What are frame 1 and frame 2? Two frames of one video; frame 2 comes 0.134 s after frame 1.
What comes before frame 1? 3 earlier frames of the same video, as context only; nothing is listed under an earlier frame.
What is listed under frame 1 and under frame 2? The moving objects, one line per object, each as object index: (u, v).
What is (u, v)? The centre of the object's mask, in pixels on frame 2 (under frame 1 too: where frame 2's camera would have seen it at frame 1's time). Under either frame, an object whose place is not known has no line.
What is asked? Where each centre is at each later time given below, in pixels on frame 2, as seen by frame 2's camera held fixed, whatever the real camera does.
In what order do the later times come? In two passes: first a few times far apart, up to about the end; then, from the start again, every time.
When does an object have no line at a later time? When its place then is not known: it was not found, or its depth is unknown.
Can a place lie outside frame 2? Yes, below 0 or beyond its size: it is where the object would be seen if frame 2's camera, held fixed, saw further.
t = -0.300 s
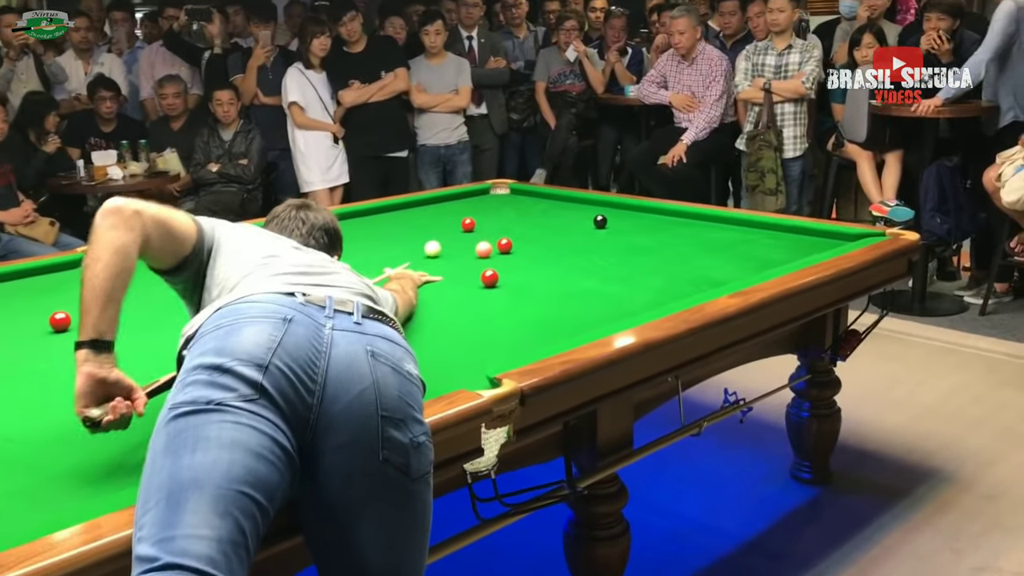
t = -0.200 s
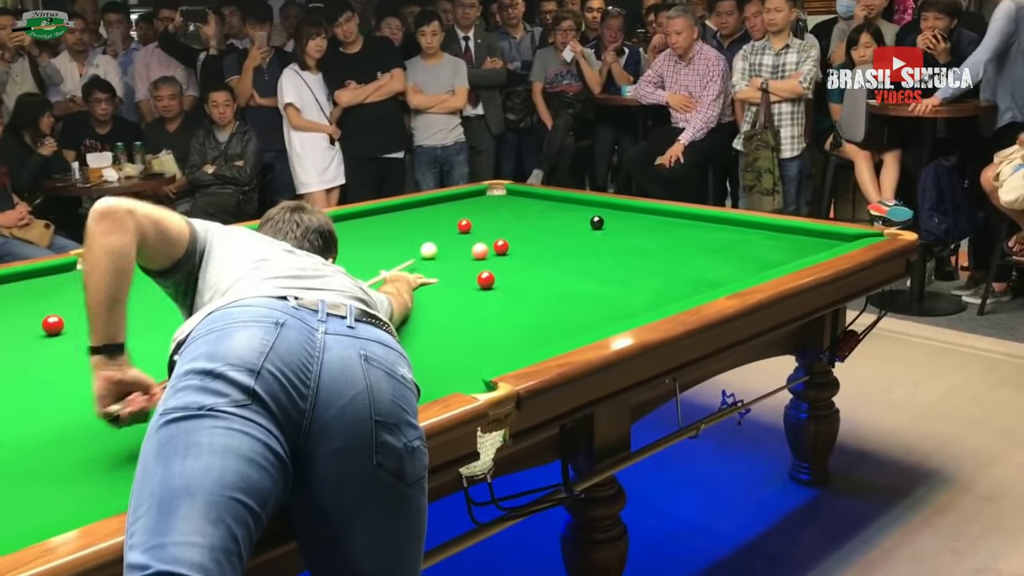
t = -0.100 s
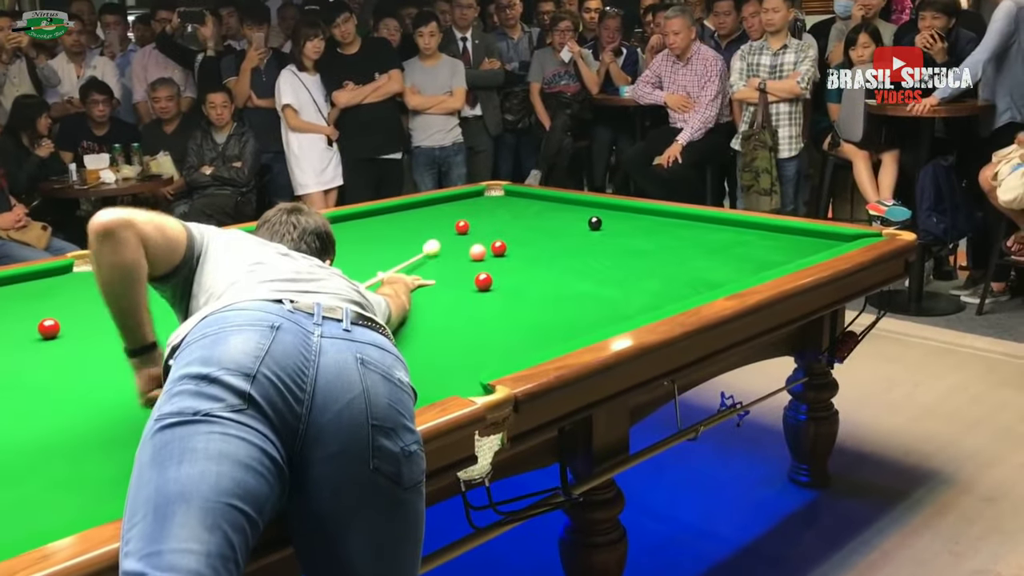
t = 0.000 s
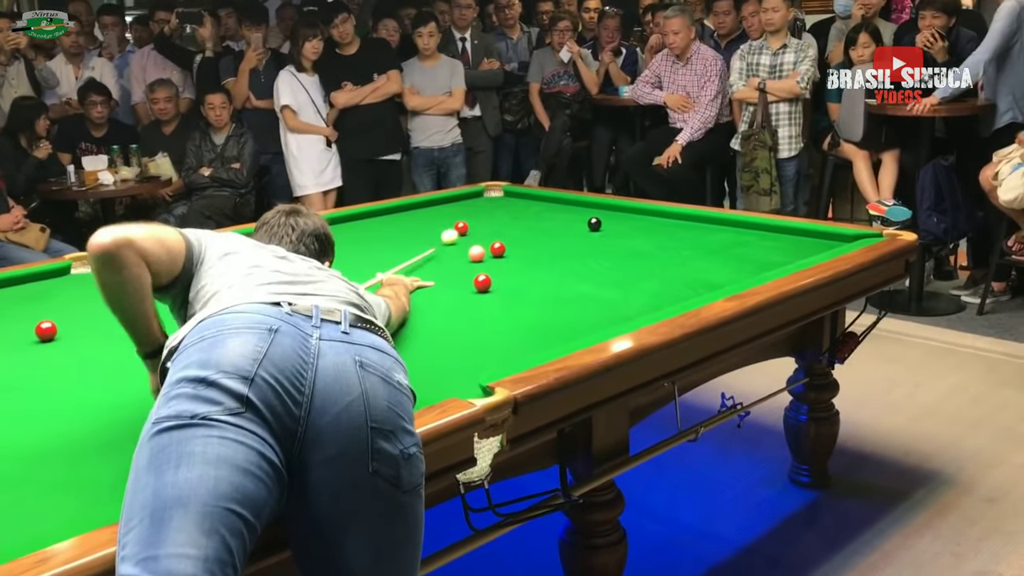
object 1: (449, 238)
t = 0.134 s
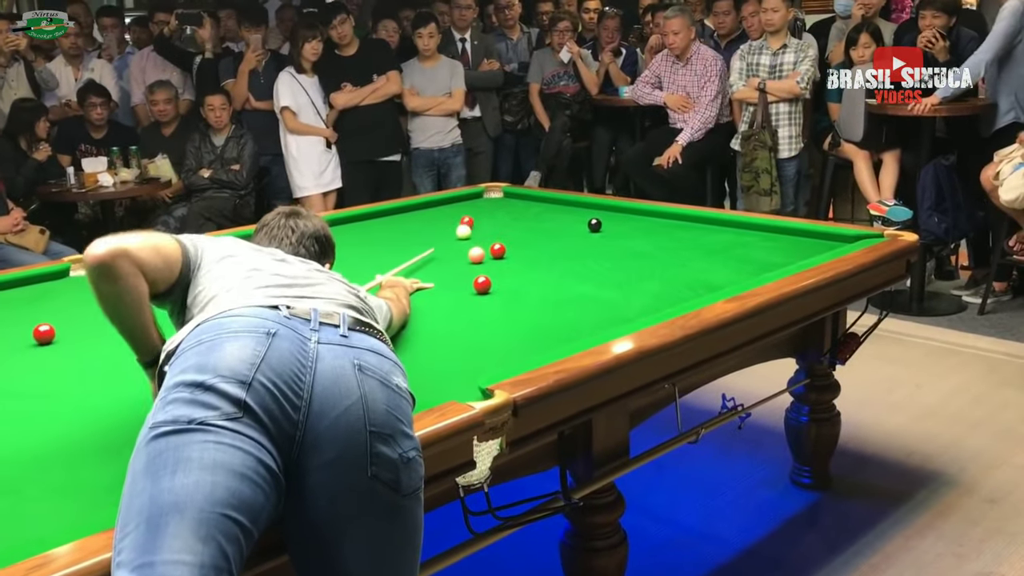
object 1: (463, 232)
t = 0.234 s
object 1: (469, 231)
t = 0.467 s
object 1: (481, 230)
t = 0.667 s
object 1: (491, 229)
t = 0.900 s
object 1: (501, 227)
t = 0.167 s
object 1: (465, 232)
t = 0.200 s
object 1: (467, 231)
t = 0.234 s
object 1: (469, 231)
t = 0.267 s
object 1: (471, 231)
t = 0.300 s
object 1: (472, 231)
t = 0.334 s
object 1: (474, 230)
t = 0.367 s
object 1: (476, 230)
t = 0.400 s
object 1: (478, 230)
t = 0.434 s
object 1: (479, 230)
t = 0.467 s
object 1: (481, 230)
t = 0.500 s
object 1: (483, 230)
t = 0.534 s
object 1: (484, 229)
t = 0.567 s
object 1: (486, 229)
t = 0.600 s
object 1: (488, 229)
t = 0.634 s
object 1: (489, 229)
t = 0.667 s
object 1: (491, 229)
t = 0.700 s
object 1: (492, 229)
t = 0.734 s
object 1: (494, 228)
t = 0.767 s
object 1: (495, 228)
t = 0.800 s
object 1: (497, 228)
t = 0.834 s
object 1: (498, 228)
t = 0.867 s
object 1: (500, 227)
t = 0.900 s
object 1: (501, 227)
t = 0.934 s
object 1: (503, 227)
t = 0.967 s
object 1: (504, 227)
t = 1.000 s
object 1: (506, 227)
